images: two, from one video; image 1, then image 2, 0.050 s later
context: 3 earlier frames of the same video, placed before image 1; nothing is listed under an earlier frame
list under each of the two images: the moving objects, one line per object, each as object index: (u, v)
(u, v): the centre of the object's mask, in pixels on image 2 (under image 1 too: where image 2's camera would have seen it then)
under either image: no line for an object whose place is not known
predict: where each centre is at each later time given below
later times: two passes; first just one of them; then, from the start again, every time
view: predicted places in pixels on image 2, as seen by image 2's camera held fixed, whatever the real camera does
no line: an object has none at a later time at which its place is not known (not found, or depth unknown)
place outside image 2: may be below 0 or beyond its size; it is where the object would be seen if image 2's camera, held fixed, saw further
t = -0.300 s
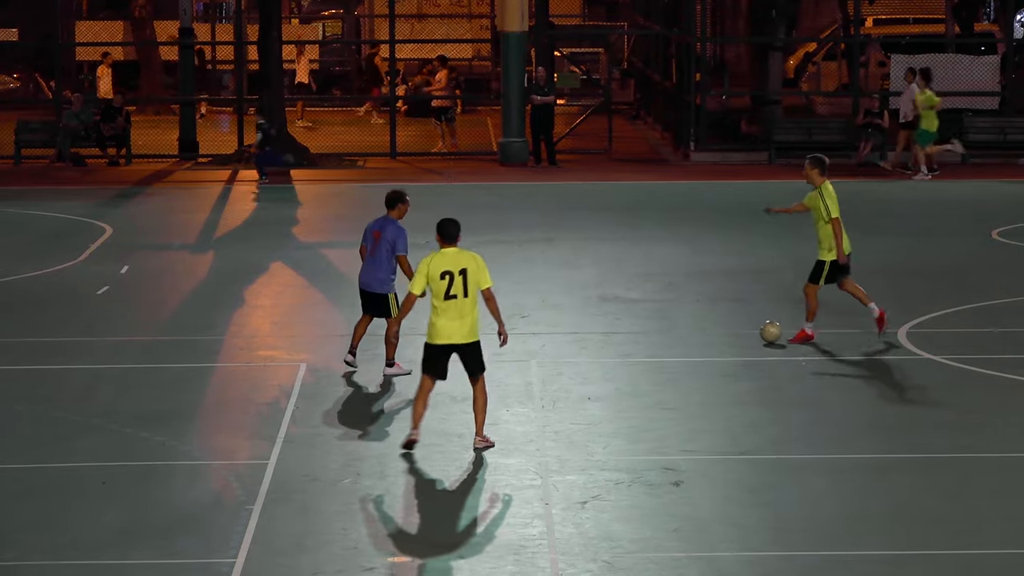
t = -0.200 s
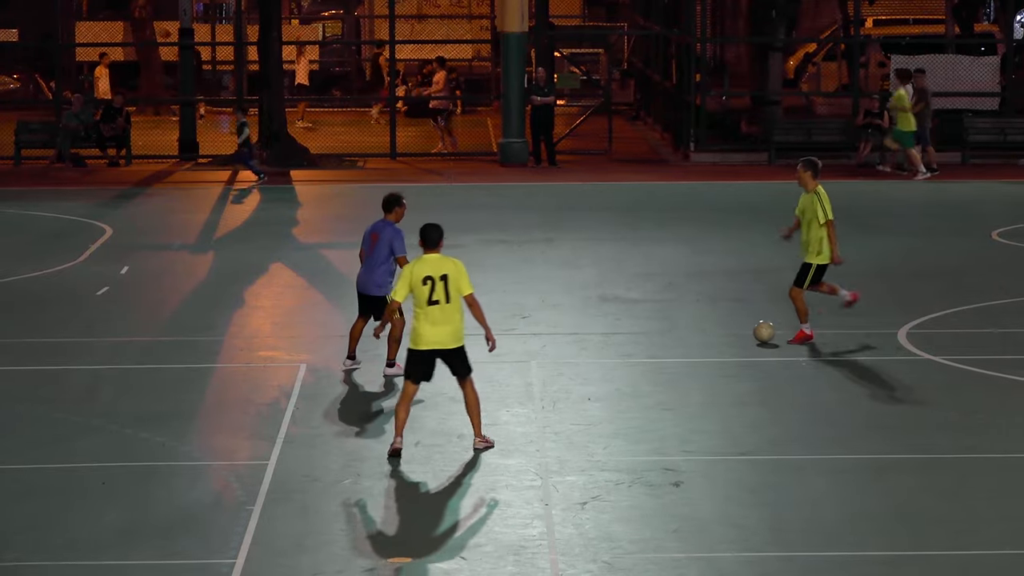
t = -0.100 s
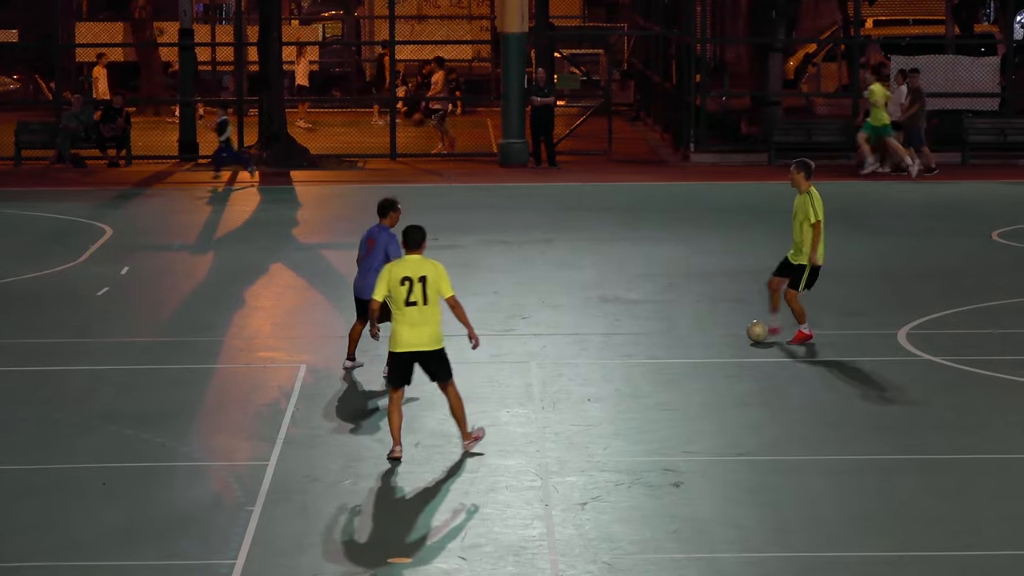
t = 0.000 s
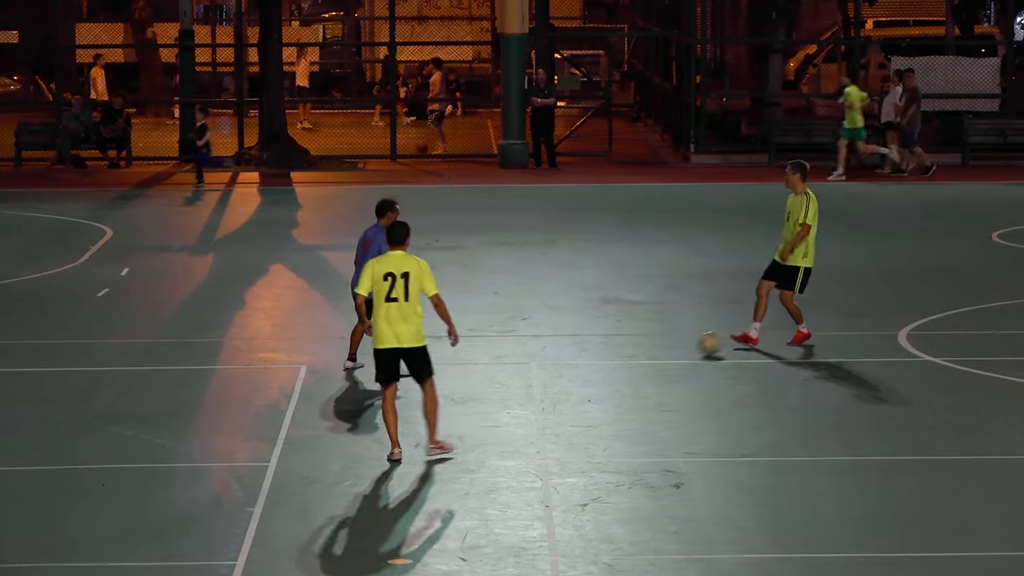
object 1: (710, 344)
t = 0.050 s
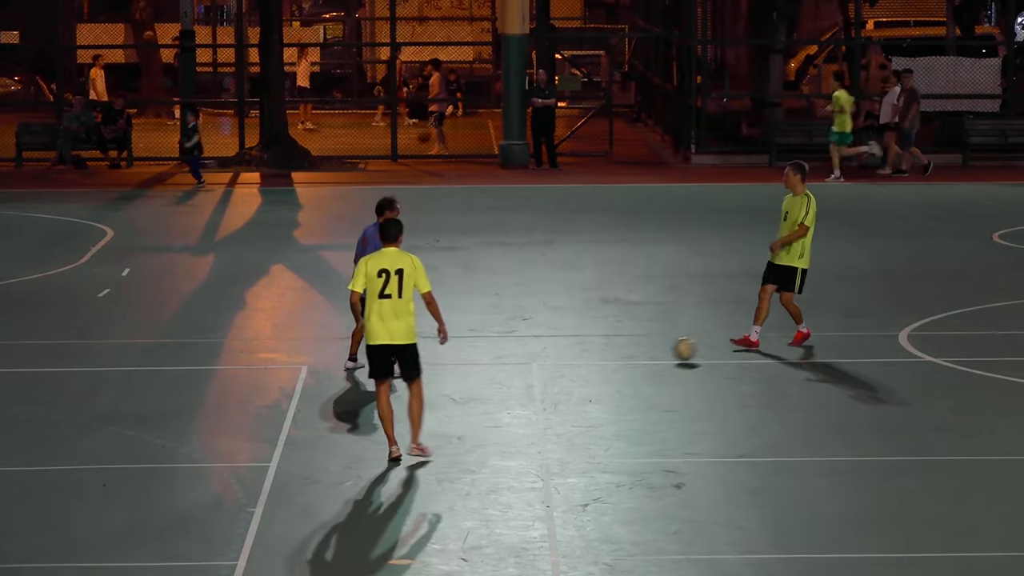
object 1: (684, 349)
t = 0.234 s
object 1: (593, 371)
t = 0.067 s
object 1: (676, 351)
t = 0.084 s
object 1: (667, 353)
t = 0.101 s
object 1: (658, 355)
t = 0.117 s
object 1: (649, 358)
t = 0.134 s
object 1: (641, 360)
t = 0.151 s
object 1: (633, 362)
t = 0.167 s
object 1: (625, 364)
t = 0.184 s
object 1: (617, 365)
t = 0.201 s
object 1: (609, 367)
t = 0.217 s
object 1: (601, 369)
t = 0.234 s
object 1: (593, 371)
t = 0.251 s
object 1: (584, 374)
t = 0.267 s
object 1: (576, 377)
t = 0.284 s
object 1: (568, 378)
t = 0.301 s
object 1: (560, 380)
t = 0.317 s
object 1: (553, 381)
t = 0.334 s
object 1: (545, 383)
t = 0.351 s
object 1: (537, 385)
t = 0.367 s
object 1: (530, 388)
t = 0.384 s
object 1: (522, 389)
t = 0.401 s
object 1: (515, 390)
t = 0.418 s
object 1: (507, 391)
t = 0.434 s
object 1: (500, 393)
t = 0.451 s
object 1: (493, 396)
